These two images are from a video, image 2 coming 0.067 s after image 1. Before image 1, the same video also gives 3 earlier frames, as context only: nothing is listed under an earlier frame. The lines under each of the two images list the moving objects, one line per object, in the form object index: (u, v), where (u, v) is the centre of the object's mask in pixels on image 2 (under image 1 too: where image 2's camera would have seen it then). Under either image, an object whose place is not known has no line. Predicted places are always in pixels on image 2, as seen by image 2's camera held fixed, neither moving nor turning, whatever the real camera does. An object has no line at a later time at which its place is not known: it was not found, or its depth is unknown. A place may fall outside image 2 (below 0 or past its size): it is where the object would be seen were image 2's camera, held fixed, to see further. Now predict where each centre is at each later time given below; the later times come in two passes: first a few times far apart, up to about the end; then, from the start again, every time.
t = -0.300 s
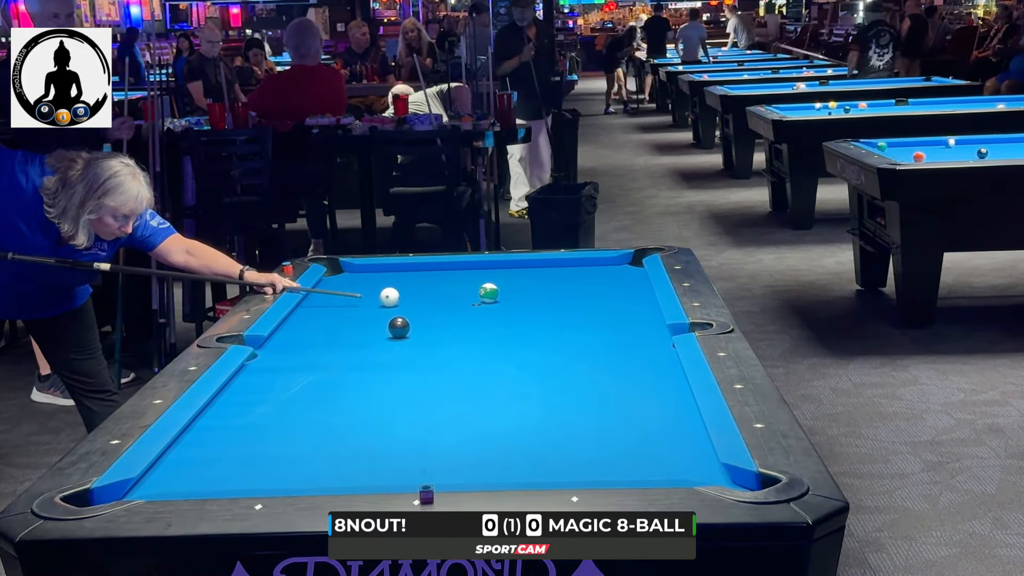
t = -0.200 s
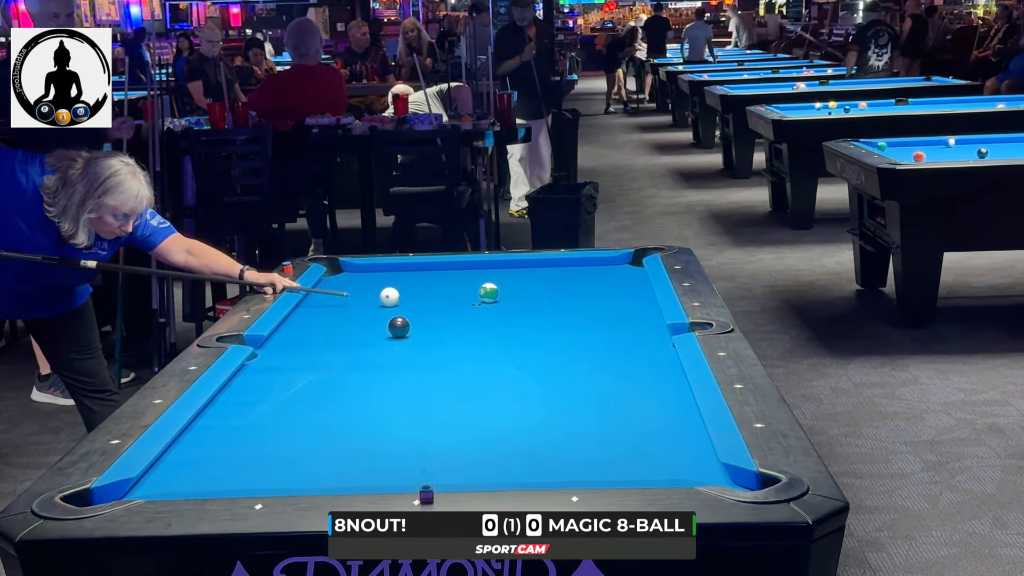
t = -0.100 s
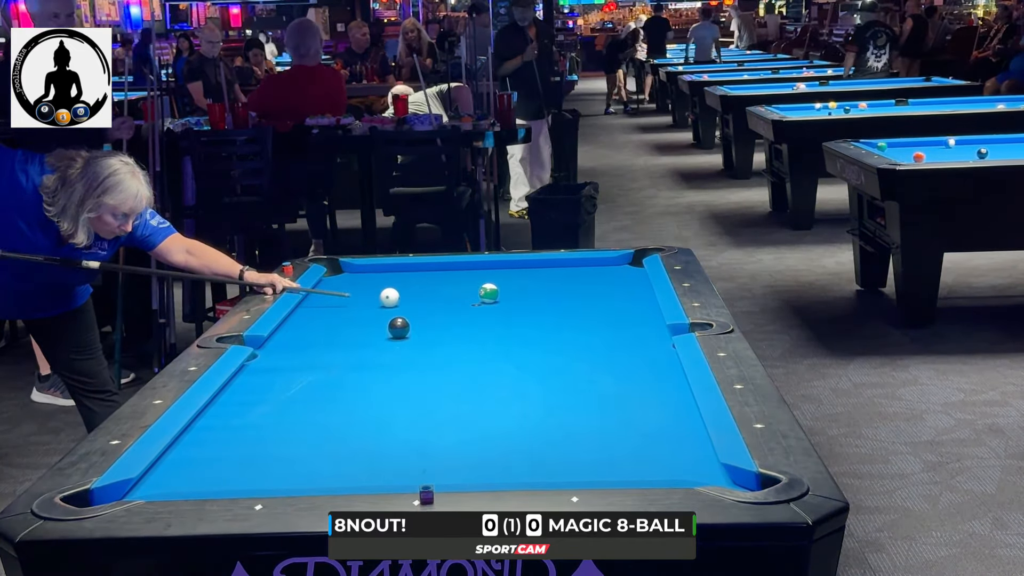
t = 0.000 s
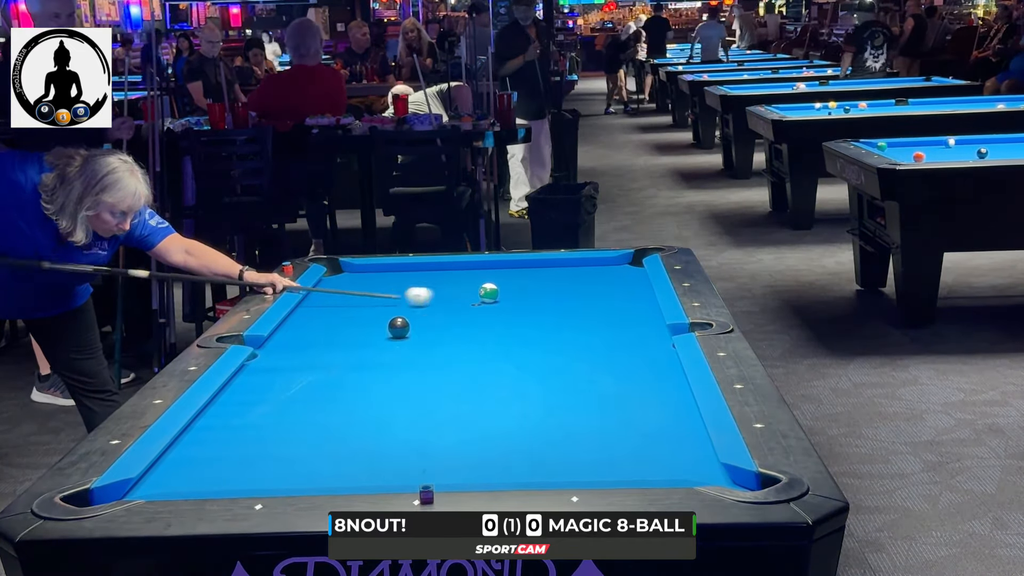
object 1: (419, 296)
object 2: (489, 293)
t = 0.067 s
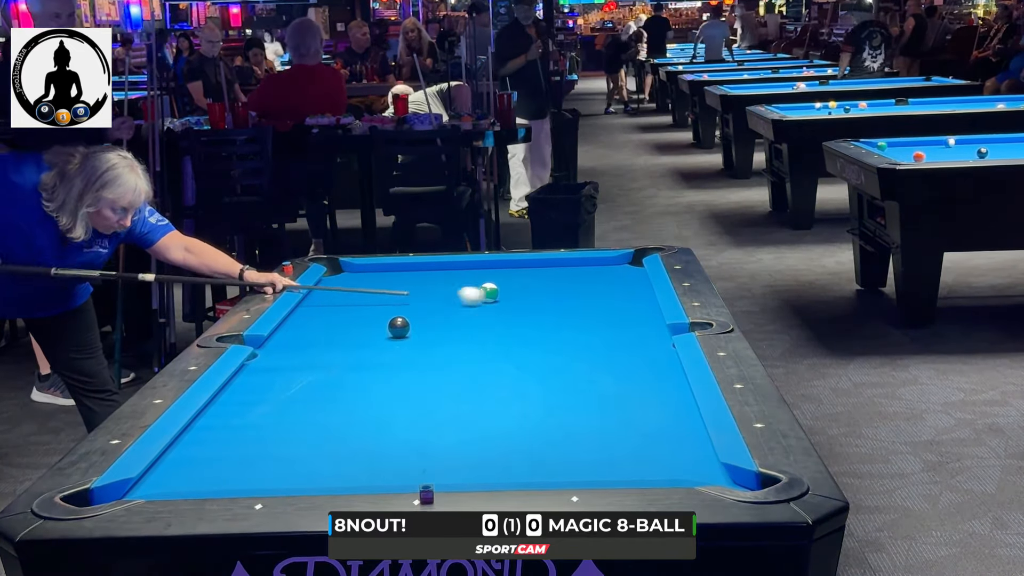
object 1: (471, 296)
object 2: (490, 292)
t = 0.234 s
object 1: (543, 307)
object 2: (527, 283)
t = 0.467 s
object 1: (631, 320)
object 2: (570, 272)
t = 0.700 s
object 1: (619, 330)
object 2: (609, 263)
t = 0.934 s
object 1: (578, 338)
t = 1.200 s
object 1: (531, 349)
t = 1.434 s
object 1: (490, 357)
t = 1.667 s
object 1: (449, 366)
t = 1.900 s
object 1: (407, 375)
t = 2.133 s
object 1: (366, 384)
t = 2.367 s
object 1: (325, 393)
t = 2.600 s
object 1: (285, 401)
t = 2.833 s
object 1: (244, 410)
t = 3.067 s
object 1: (206, 418)
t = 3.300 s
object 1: (221, 422)
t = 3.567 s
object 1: (237, 426)
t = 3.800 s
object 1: (249, 430)
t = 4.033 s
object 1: (260, 433)
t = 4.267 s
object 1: (270, 435)
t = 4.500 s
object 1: (279, 437)
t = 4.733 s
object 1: (286, 439)
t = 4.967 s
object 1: (292, 440)
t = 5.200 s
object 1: (297, 442)
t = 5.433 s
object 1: (300, 442)
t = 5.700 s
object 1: (301, 442)
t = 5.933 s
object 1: (301, 443)
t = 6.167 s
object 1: (301, 443)
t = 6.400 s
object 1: (301, 442)
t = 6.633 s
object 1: (301, 443)
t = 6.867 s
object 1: (301, 442)
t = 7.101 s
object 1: (301, 442)
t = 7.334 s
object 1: (301, 442)
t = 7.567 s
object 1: (301, 442)
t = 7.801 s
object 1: (301, 442)
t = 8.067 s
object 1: (301, 442)
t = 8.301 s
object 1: (301, 443)
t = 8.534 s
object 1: (301, 442)
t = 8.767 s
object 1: (301, 442)
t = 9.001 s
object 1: (301, 442)
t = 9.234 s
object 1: (301, 442)
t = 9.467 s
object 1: (301, 442)
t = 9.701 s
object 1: (301, 442)
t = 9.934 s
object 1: (301, 442)
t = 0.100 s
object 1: (488, 298)
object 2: (499, 288)
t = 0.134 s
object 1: (502, 300)
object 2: (506, 285)
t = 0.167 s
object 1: (516, 303)
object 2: (512, 286)
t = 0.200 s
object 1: (530, 305)
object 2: (520, 285)
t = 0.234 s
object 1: (543, 307)
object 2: (527, 283)
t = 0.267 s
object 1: (555, 309)
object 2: (533, 282)
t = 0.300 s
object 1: (568, 311)
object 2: (539, 280)
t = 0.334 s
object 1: (580, 313)
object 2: (546, 278)
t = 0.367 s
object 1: (592, 314)
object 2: (552, 277)
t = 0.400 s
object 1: (605, 316)
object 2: (557, 275)
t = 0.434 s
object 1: (618, 318)
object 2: (564, 274)
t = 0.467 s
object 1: (631, 320)
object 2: (570, 272)
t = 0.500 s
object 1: (644, 322)
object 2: (575, 271)
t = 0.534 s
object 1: (654, 324)
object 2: (581, 270)
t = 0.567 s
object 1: (645, 325)
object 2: (588, 268)
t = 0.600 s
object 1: (637, 326)
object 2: (593, 267)
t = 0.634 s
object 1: (631, 327)
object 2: (598, 265)
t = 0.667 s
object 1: (625, 328)
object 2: (604, 263)
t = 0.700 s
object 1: (619, 330)
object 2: (609, 263)
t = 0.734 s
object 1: (613, 331)
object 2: (614, 261)
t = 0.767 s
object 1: (607, 333)
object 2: (620, 260)
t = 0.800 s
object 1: (601, 334)
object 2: (625, 259)
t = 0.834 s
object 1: (596, 335)
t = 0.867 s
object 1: (590, 336)
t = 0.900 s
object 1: (584, 337)
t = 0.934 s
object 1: (578, 338)
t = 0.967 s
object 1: (572, 340)
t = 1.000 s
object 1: (566, 341)
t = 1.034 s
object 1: (561, 343)
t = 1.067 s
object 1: (555, 344)
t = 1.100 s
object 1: (549, 345)
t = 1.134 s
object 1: (543, 346)
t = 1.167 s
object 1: (538, 348)
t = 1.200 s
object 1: (531, 349)
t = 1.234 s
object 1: (525, 350)
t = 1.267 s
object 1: (520, 351)
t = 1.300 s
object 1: (514, 352)
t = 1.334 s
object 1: (508, 354)
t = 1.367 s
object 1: (502, 355)
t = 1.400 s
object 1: (496, 356)
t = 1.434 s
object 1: (490, 357)
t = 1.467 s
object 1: (484, 358)
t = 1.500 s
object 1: (478, 360)
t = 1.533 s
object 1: (472, 361)
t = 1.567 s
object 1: (466, 362)
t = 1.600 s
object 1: (460, 364)
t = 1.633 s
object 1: (455, 365)
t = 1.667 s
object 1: (449, 366)
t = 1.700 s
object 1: (442, 368)
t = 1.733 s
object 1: (437, 369)
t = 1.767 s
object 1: (431, 370)
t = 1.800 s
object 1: (425, 371)
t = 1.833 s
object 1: (419, 372)
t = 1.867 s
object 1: (413, 373)
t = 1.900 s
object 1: (407, 375)
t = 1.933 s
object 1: (401, 376)
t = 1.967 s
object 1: (395, 378)
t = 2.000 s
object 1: (390, 379)
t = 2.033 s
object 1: (384, 380)
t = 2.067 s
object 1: (378, 382)
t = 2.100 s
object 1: (372, 383)
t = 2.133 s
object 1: (366, 384)
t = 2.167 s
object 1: (360, 385)
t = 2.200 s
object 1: (354, 387)
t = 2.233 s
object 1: (349, 388)
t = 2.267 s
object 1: (343, 389)
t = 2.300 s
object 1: (337, 390)
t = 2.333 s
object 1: (331, 392)
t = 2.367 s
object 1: (325, 393)
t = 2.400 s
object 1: (320, 394)
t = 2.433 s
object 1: (314, 395)
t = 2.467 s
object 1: (308, 396)
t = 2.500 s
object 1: (302, 397)
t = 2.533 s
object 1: (296, 399)
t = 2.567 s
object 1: (290, 400)
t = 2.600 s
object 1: (285, 401)
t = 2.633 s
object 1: (279, 403)
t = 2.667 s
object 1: (273, 404)
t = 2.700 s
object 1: (268, 405)
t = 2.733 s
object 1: (262, 406)
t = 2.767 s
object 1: (256, 408)
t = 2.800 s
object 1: (250, 409)
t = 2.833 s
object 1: (244, 410)
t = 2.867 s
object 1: (239, 412)
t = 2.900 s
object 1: (233, 413)
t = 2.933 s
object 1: (227, 414)
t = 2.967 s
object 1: (222, 415)
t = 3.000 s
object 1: (216, 416)
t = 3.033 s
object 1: (210, 417)
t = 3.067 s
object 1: (206, 418)
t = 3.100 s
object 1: (209, 419)
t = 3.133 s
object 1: (211, 419)
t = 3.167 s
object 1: (213, 420)
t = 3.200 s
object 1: (214, 421)
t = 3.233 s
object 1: (217, 421)
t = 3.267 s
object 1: (219, 422)
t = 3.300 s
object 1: (221, 422)
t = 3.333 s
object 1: (223, 423)
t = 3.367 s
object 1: (225, 423)
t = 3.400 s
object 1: (227, 424)
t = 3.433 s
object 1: (229, 424)
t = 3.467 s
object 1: (231, 425)
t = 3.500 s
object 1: (233, 425)
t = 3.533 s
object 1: (235, 426)
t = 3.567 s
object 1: (237, 426)
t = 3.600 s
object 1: (239, 427)
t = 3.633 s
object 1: (241, 428)
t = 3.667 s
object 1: (242, 428)
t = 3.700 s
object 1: (244, 428)
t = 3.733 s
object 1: (246, 429)
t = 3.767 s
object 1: (247, 429)
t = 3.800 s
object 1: (249, 430)
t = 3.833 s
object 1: (251, 430)
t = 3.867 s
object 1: (252, 430)
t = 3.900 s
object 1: (254, 431)
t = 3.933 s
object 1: (256, 431)
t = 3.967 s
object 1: (257, 432)
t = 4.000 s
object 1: (259, 432)
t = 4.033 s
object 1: (260, 433)
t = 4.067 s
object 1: (262, 433)
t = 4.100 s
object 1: (263, 433)
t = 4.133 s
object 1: (265, 433)
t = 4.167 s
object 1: (266, 434)
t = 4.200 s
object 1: (268, 434)
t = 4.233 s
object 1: (269, 435)
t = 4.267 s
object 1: (270, 435)
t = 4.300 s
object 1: (271, 436)
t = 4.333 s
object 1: (272, 436)
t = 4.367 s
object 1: (274, 436)
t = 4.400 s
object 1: (275, 436)
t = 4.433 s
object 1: (276, 437)
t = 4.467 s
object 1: (278, 437)
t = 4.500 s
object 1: (279, 437)
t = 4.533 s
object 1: (280, 437)
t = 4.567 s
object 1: (281, 438)
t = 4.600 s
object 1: (282, 438)
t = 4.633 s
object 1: (283, 439)
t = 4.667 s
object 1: (284, 439)
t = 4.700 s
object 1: (285, 439)
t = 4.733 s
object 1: (286, 439)
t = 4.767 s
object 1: (287, 439)
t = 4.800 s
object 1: (288, 439)
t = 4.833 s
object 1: (289, 440)
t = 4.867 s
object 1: (290, 440)
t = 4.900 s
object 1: (291, 440)
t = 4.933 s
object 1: (292, 440)
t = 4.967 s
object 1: (292, 440)
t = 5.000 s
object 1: (293, 441)
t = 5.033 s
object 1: (294, 441)
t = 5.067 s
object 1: (295, 441)
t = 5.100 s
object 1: (295, 441)
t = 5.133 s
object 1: (296, 441)
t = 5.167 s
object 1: (297, 441)
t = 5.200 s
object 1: (297, 442)
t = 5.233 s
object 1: (298, 442)
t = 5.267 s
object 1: (298, 442)
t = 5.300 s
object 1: (299, 441)
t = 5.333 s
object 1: (299, 442)
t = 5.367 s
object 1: (300, 441)
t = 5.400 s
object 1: (300, 442)
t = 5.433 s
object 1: (300, 442)
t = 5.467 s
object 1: (300, 442)
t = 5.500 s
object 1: (301, 442)
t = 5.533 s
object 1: (301, 442)
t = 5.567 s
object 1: (301, 442)
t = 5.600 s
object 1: (301, 442)
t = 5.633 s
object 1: (301, 442)
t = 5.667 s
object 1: (301, 442)
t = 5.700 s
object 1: (301, 442)
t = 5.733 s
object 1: (301, 442)
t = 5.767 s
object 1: (301, 442)
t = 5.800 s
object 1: (301, 443)
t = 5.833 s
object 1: (301, 443)
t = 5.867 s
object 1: (301, 443)
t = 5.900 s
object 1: (301, 443)
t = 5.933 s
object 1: (301, 443)
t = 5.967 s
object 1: (301, 443)
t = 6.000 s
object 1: (301, 443)
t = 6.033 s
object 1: (301, 443)
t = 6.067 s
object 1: (301, 443)
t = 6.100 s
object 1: (301, 443)
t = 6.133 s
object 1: (301, 443)
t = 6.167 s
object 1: (301, 443)
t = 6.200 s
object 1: (301, 443)
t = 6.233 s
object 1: (301, 443)
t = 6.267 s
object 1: (301, 442)
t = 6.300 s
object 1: (301, 442)
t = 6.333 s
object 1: (301, 443)
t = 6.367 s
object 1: (301, 442)
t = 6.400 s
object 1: (301, 442)
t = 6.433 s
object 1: (301, 442)
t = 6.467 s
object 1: (301, 443)
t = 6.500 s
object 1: (301, 443)
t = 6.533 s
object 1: (301, 443)
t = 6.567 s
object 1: (301, 443)
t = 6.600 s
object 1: (301, 443)
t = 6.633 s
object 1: (301, 443)
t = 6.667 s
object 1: (301, 443)
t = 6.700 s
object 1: (301, 442)
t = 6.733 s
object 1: (301, 442)
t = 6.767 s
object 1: (301, 442)
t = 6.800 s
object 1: (301, 442)
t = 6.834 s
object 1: (301, 442)
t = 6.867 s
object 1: (301, 442)
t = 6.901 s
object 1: (301, 442)
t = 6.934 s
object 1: (301, 442)
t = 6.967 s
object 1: (301, 442)
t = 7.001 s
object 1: (301, 442)
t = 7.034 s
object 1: (301, 442)
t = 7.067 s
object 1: (301, 442)
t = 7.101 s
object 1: (301, 442)
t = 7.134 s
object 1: (301, 443)
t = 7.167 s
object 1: (301, 442)
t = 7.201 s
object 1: (301, 442)
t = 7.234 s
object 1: (301, 442)
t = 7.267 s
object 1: (301, 442)
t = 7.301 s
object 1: (301, 442)
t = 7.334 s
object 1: (301, 442)
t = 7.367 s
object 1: (301, 442)
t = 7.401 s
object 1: (301, 442)
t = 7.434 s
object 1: (301, 442)
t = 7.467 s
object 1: (301, 442)
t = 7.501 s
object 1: (301, 442)
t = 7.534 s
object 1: (301, 442)
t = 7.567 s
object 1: (301, 442)
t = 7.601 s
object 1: (301, 442)
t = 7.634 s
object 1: (301, 442)
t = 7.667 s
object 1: (301, 442)
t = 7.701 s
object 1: (301, 442)
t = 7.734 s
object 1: (301, 442)
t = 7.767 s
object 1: (301, 442)
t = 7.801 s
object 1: (301, 442)
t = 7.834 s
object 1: (301, 442)
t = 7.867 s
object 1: (301, 442)
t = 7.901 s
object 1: (301, 442)
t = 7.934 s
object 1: (301, 442)
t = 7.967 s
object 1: (301, 442)
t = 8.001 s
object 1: (301, 442)
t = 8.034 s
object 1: (301, 442)
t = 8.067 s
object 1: (301, 442)
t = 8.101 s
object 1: (301, 442)
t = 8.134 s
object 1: (301, 442)
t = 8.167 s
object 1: (301, 442)
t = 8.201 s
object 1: (301, 442)
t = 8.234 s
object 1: (301, 442)
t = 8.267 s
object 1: (301, 442)
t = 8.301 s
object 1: (301, 443)
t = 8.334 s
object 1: (301, 442)
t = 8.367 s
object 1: (301, 442)
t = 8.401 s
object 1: (301, 442)
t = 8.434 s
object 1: (301, 442)
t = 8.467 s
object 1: (301, 442)
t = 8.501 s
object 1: (301, 442)
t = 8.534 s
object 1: (301, 442)
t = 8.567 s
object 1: (301, 442)
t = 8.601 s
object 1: (301, 442)
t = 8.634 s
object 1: (301, 443)
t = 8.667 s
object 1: (301, 442)
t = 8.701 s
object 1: (301, 442)
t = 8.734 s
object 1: (301, 442)
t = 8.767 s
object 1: (301, 442)
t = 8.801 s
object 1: (301, 442)
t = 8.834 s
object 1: (301, 442)
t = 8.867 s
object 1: (301, 442)
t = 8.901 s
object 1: (301, 442)
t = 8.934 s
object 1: (301, 442)
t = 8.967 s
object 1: (301, 442)
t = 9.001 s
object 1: (301, 442)
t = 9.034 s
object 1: (301, 442)
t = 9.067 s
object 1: (301, 442)
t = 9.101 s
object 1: (301, 442)
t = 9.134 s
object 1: (301, 442)
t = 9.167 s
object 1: (301, 442)
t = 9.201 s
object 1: (301, 442)
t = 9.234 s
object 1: (301, 442)
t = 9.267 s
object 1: (301, 442)
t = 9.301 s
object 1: (301, 442)
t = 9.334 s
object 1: (301, 442)
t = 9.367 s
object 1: (301, 442)
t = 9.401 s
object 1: (301, 442)
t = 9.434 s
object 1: (301, 442)
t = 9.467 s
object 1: (301, 442)
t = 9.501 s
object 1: (301, 442)
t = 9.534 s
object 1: (301, 443)
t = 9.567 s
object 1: (301, 442)
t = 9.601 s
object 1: (301, 443)
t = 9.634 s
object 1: (301, 442)
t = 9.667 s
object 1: (301, 442)
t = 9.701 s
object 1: (301, 442)
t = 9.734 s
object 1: (301, 442)
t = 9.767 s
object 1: (301, 442)
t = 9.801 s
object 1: (301, 443)
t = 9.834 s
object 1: (301, 443)
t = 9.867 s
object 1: (301, 443)
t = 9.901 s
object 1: (301, 443)
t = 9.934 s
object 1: (301, 442)
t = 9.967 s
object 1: (301, 442)
